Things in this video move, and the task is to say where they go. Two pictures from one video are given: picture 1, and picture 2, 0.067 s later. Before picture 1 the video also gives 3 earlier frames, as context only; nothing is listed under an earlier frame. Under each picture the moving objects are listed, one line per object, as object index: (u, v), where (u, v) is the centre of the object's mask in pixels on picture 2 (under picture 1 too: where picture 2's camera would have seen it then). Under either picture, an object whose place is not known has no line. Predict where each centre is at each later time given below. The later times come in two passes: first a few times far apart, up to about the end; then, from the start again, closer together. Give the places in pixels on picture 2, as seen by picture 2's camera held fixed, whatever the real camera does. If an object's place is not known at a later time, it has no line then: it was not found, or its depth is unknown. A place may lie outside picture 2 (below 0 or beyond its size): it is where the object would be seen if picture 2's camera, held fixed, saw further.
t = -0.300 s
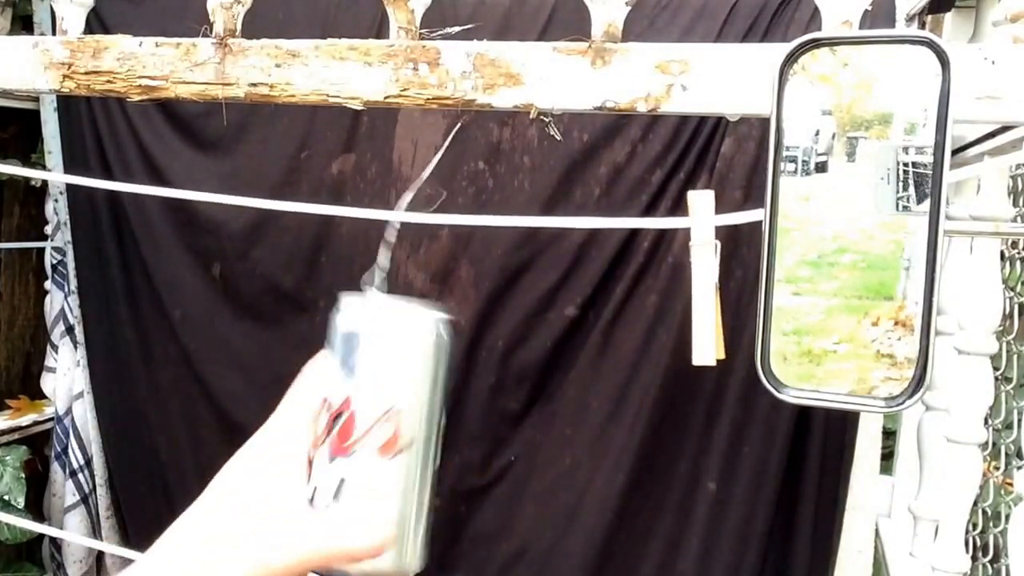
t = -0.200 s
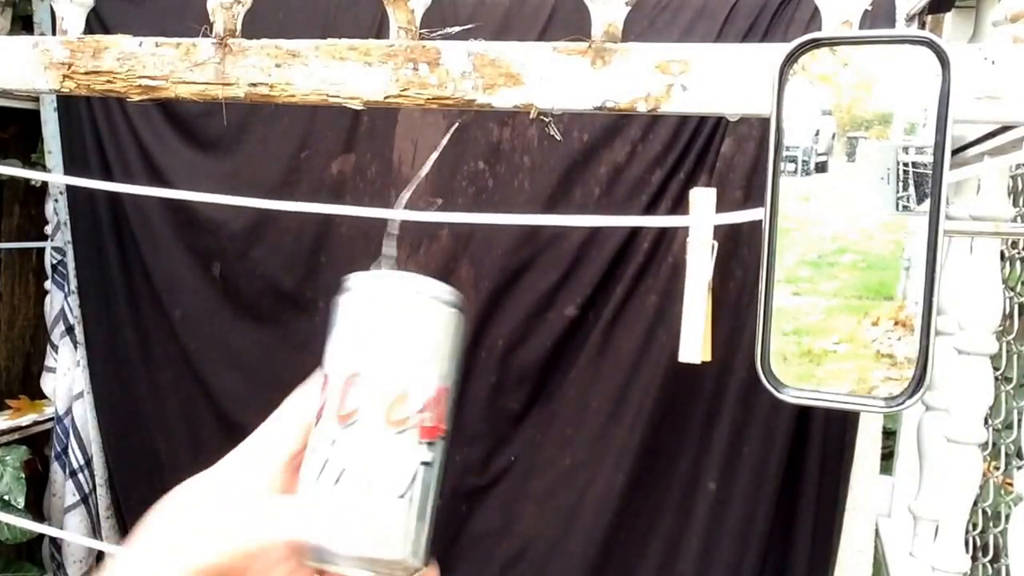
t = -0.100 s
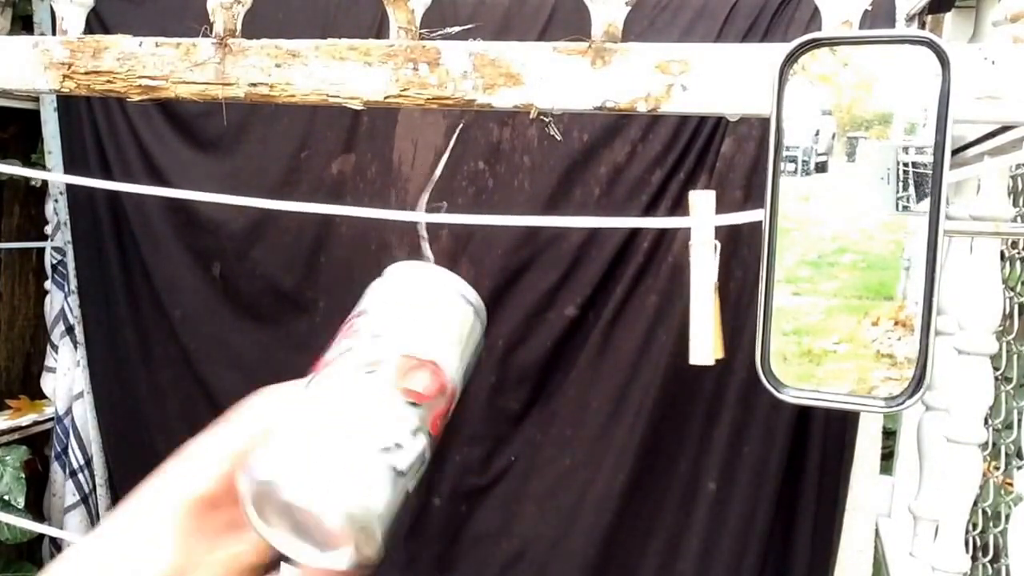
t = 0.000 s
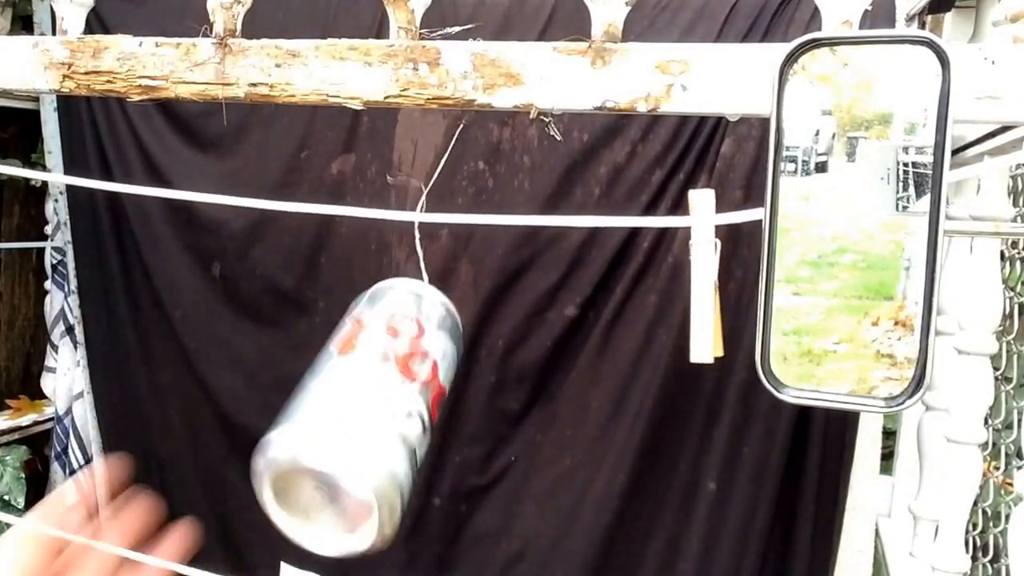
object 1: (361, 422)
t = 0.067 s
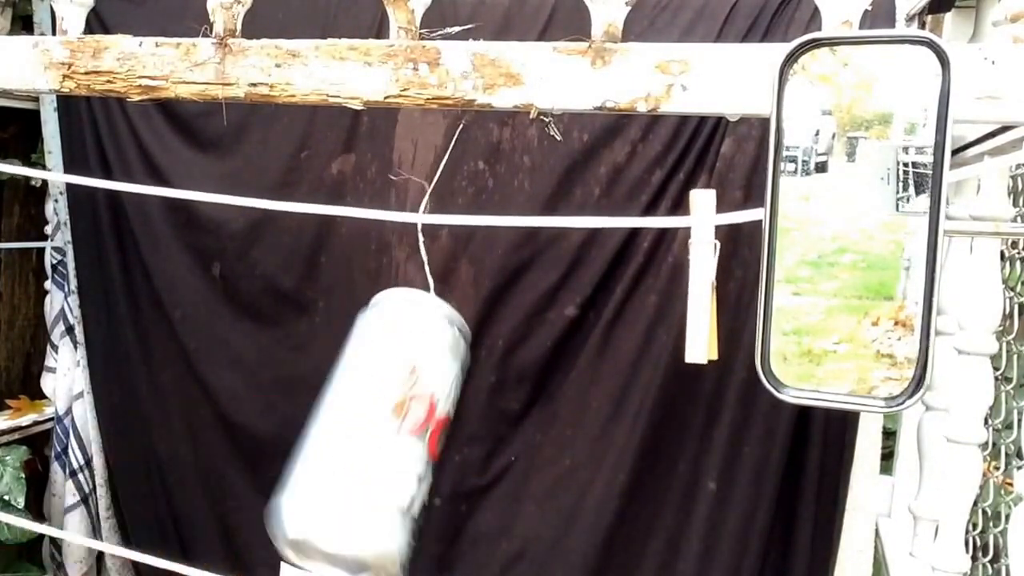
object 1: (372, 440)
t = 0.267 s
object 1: (450, 400)
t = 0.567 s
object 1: (385, 451)
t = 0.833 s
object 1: (353, 445)
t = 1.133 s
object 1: (462, 403)
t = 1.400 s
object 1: (368, 449)
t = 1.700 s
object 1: (393, 452)
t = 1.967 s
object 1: (447, 416)
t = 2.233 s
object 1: (370, 446)
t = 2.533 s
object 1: (406, 449)
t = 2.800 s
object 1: (436, 428)
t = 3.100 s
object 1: (364, 445)
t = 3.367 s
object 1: (418, 440)
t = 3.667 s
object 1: (417, 444)
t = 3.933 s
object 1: (369, 449)
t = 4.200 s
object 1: (429, 437)
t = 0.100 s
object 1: (381, 444)
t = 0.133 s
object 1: (391, 443)
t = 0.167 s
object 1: (405, 431)
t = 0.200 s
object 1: (420, 418)
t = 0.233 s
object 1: (437, 408)
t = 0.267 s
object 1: (450, 400)
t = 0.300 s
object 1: (458, 394)
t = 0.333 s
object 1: (460, 390)
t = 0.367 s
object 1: (458, 389)
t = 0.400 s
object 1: (454, 392)
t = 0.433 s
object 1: (447, 402)
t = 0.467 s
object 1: (436, 417)
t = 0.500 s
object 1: (422, 436)
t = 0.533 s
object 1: (405, 446)
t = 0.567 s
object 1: (385, 451)
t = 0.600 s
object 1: (369, 447)
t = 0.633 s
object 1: (356, 442)
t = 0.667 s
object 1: (343, 439)
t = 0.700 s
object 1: (335, 436)
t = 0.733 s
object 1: (332, 434)
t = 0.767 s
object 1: (333, 436)
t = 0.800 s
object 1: (341, 440)
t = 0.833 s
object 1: (353, 445)
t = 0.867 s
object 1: (368, 448)
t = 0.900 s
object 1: (385, 449)
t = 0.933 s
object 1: (403, 446)
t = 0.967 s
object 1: (420, 437)
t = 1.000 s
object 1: (435, 425)
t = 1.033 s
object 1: (446, 416)
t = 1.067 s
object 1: (455, 408)
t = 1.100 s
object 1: (461, 404)
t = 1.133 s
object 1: (462, 403)
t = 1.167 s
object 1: (458, 406)
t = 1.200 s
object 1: (451, 411)
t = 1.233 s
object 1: (441, 421)
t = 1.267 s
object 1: (428, 433)
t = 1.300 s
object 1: (414, 444)
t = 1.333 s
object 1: (398, 450)
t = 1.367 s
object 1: (382, 452)
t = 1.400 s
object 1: (368, 449)
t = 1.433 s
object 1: (358, 446)
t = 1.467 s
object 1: (350, 444)
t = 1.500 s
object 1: (346, 441)
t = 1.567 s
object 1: (350, 442)
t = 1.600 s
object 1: (358, 445)
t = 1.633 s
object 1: (368, 449)
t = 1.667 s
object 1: (380, 452)
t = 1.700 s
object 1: (393, 452)
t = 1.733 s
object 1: (407, 447)
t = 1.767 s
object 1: (420, 440)
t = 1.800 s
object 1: (432, 431)
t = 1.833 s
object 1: (441, 424)
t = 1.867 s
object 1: (449, 419)
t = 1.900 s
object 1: (451, 415)
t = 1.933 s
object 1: (451, 414)
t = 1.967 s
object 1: (447, 416)
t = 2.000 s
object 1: (441, 422)
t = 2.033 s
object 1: (432, 431)
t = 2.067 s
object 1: (421, 442)
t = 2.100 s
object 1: (409, 450)
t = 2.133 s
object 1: (397, 452)
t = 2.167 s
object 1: (387, 451)
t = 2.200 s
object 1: (377, 449)
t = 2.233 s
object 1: (370, 446)
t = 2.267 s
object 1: (364, 444)
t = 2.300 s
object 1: (361, 443)
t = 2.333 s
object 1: (362, 442)
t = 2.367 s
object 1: (365, 443)
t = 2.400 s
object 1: (371, 446)
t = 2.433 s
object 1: (378, 449)
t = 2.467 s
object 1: (387, 451)
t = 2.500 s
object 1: (396, 452)
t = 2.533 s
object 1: (406, 449)
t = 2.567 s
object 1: (417, 443)
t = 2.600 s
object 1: (427, 435)
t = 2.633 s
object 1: (435, 429)
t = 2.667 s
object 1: (440, 425)
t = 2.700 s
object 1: (443, 422)
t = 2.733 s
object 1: (443, 421)
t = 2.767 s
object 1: (441, 423)
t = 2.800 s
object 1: (436, 428)
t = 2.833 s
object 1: (428, 435)
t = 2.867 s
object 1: (419, 444)
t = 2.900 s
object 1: (409, 449)
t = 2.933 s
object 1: (399, 453)
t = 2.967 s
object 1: (388, 452)
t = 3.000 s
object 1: (379, 450)
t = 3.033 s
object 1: (372, 448)
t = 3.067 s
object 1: (366, 447)
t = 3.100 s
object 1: (364, 445)
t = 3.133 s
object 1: (365, 446)
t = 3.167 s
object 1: (368, 447)
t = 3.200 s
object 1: (373, 449)
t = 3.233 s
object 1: (379, 451)
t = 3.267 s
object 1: (387, 452)
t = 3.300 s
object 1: (397, 449)
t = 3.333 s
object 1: (407, 446)
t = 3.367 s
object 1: (418, 440)
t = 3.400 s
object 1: (427, 435)
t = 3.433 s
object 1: (434, 431)
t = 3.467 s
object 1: (439, 427)
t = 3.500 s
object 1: (441, 425)
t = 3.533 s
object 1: (441, 425)
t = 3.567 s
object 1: (439, 427)
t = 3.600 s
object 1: (433, 432)
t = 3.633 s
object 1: (426, 438)
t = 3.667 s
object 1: (417, 444)
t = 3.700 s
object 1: (408, 449)
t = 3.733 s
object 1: (398, 451)
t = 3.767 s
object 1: (388, 453)
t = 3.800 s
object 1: (379, 451)
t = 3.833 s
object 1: (373, 450)
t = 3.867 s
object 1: (369, 449)
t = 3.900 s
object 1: (368, 449)
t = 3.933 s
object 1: (369, 449)
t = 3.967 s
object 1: (372, 450)
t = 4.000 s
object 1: (377, 451)
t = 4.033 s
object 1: (384, 452)
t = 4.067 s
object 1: (393, 450)
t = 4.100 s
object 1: (402, 448)
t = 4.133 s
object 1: (412, 445)
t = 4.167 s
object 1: (421, 441)
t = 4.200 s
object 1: (429, 437)
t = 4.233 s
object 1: (434, 432)
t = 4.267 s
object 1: (438, 429)
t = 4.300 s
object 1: (439, 428)
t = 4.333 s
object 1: (438, 428)
